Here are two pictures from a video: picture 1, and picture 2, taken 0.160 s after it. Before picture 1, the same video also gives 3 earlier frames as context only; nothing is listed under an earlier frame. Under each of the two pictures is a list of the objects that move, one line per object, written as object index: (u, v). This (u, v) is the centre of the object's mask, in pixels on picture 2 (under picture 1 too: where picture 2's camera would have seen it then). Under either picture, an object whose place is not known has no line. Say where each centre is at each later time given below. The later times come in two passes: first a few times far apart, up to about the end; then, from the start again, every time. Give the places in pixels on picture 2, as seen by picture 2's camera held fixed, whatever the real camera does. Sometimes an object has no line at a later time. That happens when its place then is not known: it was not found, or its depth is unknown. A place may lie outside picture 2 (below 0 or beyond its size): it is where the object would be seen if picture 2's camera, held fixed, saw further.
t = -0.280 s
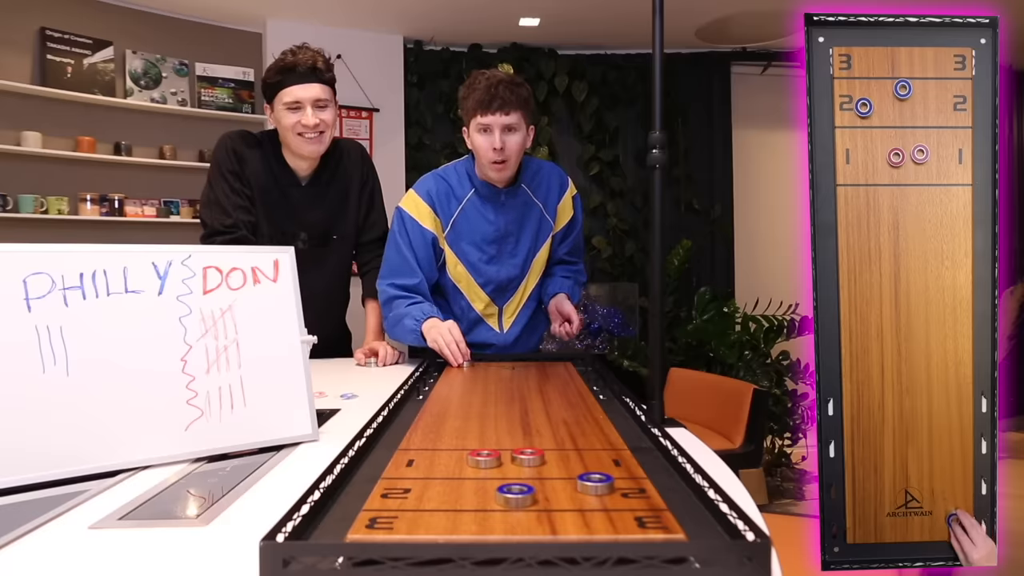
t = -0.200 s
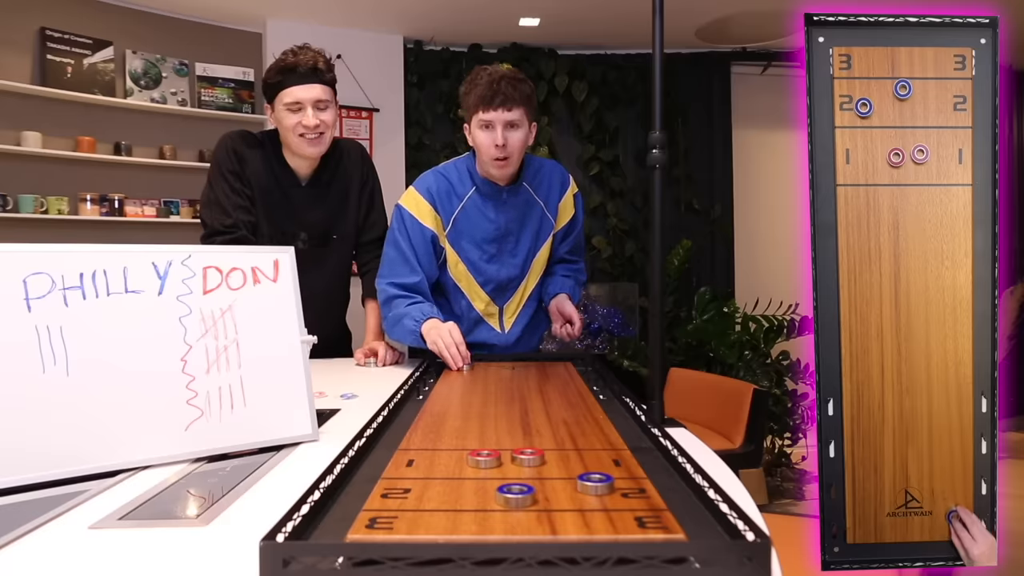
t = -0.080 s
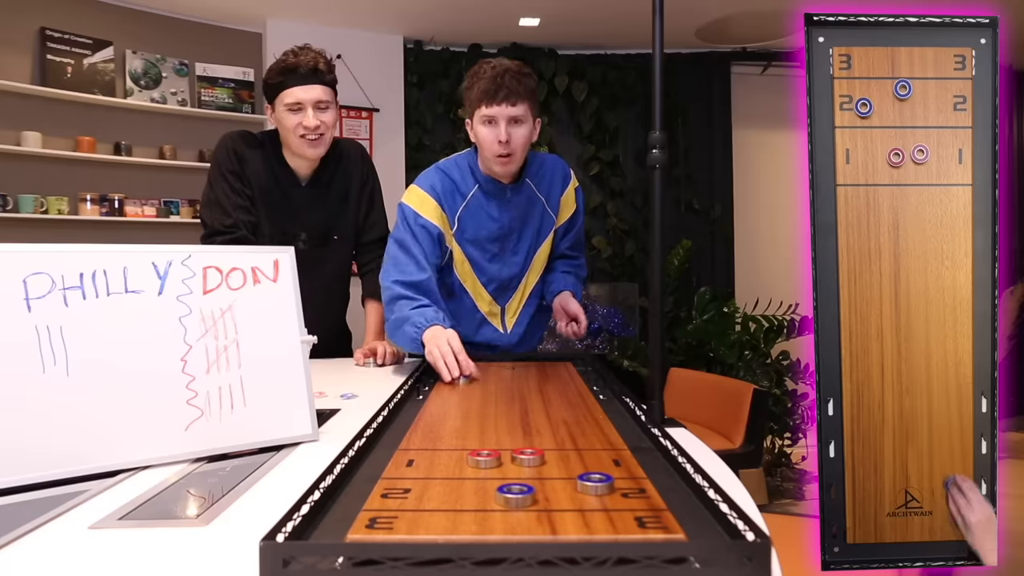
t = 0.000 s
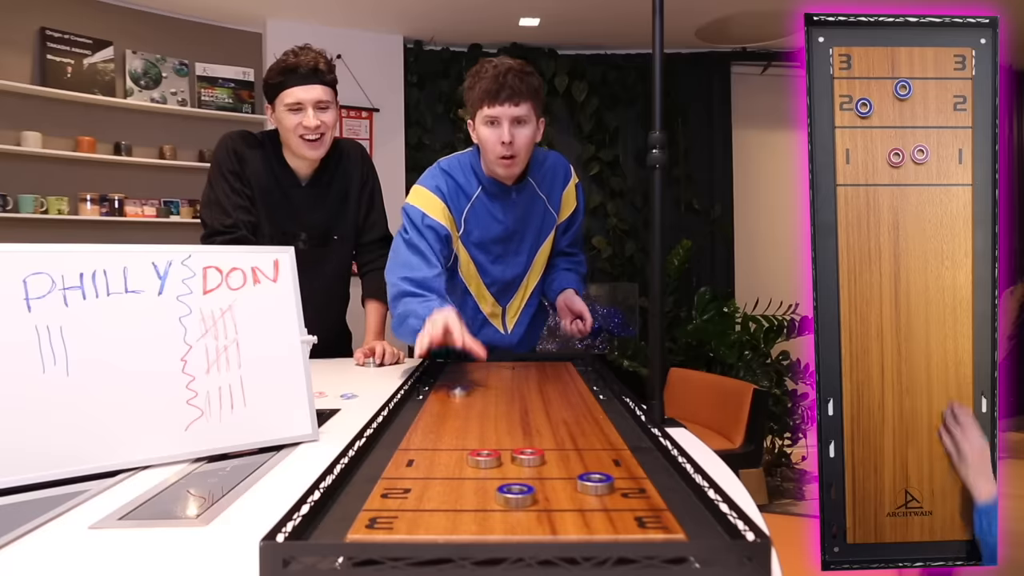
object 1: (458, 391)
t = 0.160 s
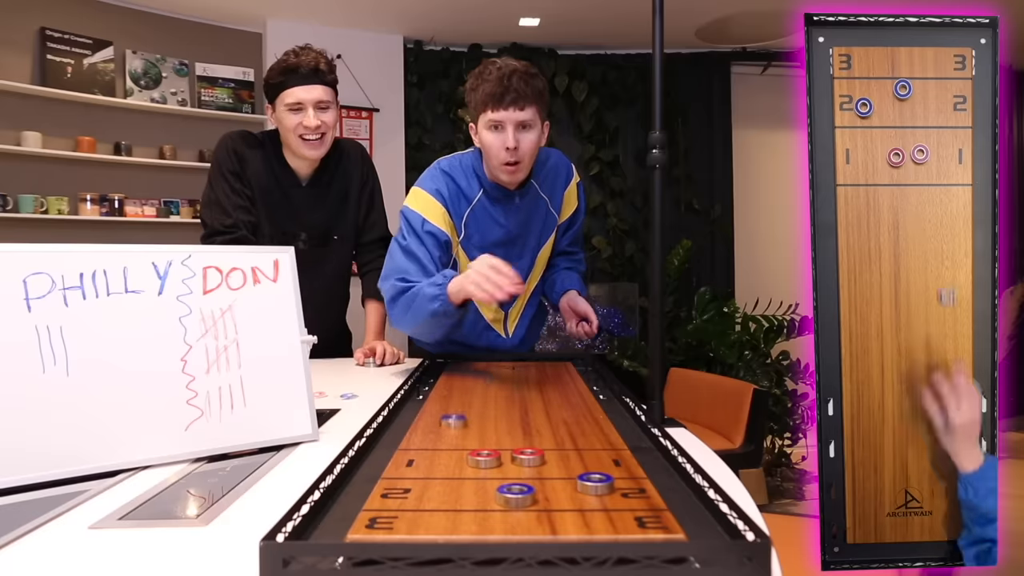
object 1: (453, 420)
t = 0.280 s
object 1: (451, 446)
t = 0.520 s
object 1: (423, 498)
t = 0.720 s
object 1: (412, 527)
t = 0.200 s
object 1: (452, 429)
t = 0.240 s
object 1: (452, 437)
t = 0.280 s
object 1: (451, 446)
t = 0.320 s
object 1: (452, 455)
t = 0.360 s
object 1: (445, 465)
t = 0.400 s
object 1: (439, 473)
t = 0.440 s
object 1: (434, 481)
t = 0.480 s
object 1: (429, 490)
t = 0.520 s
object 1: (423, 498)
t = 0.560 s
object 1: (420, 505)
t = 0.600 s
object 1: (417, 512)
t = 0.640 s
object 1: (415, 518)
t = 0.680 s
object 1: (413, 524)
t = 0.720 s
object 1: (412, 527)
